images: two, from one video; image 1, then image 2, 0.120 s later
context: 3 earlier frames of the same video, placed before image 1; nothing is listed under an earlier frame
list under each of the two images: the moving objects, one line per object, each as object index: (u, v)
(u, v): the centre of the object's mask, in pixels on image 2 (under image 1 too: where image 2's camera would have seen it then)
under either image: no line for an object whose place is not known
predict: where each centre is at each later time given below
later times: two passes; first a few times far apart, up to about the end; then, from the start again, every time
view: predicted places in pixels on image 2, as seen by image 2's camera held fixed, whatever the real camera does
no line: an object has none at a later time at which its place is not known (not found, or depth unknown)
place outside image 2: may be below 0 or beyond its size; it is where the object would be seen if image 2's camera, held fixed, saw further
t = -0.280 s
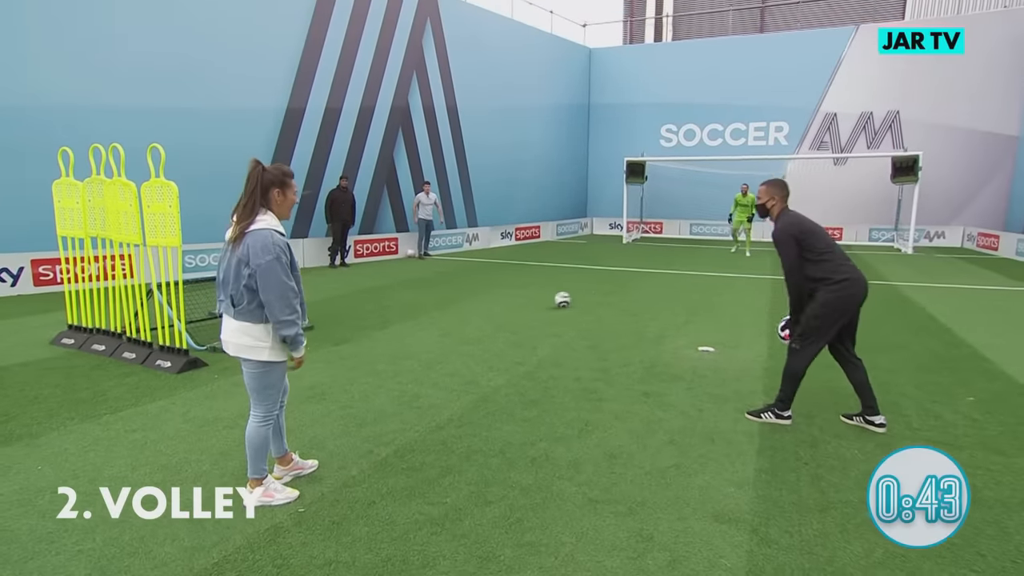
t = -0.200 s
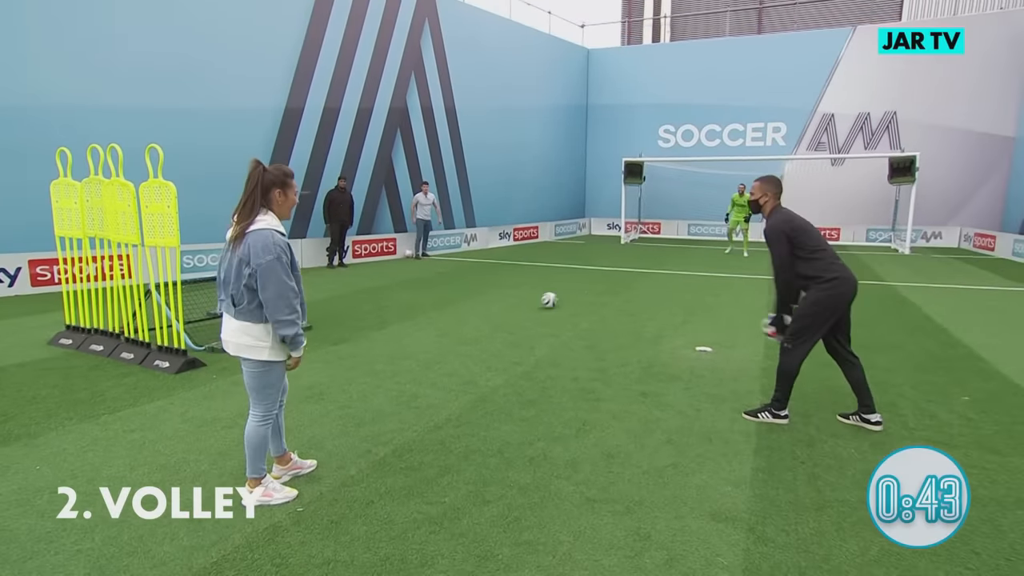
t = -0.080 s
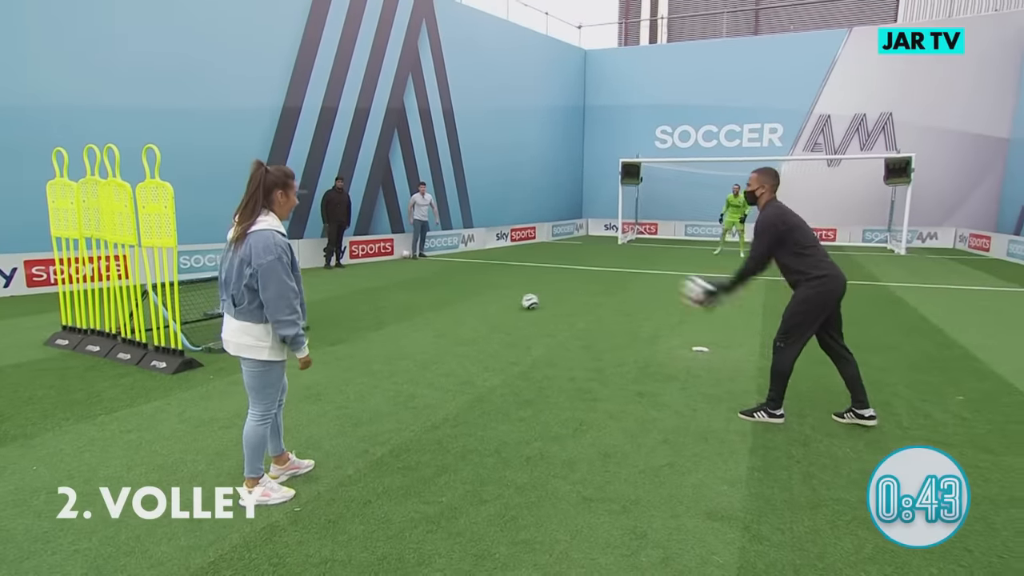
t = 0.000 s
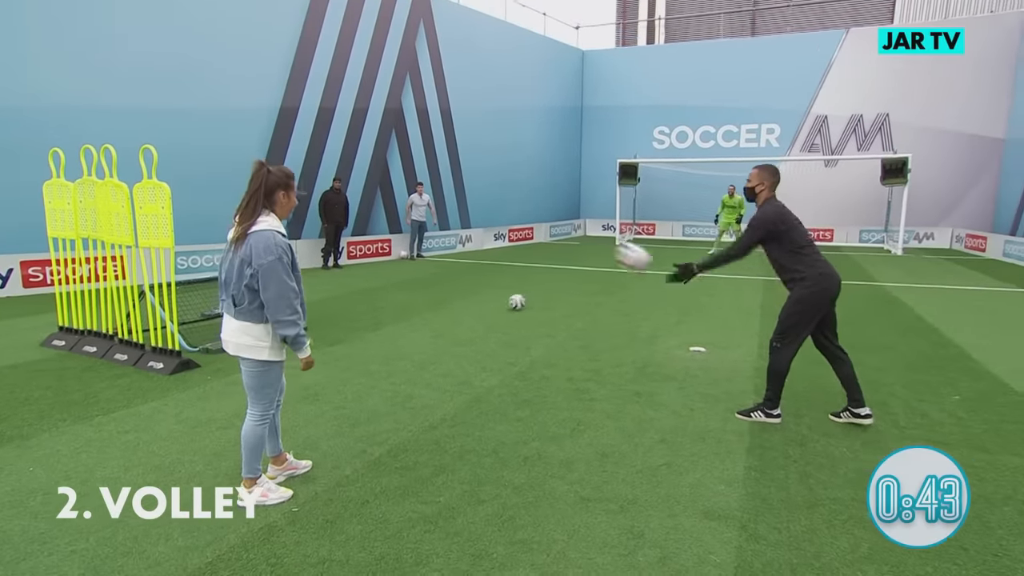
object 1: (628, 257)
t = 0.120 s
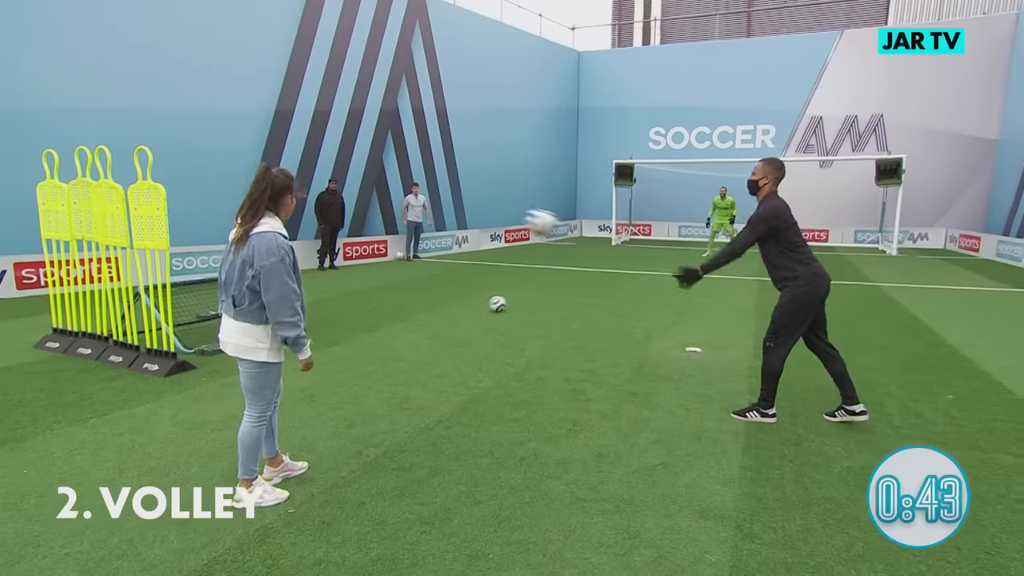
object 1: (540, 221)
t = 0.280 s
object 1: (439, 207)
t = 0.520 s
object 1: (325, 234)
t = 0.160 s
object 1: (513, 215)
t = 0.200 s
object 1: (487, 211)
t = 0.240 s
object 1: (463, 207)
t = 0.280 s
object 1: (439, 207)
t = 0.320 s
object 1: (415, 208)
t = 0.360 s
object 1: (394, 211)
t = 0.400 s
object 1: (373, 215)
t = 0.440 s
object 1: (355, 222)
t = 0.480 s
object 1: (335, 228)
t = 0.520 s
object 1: (325, 234)
